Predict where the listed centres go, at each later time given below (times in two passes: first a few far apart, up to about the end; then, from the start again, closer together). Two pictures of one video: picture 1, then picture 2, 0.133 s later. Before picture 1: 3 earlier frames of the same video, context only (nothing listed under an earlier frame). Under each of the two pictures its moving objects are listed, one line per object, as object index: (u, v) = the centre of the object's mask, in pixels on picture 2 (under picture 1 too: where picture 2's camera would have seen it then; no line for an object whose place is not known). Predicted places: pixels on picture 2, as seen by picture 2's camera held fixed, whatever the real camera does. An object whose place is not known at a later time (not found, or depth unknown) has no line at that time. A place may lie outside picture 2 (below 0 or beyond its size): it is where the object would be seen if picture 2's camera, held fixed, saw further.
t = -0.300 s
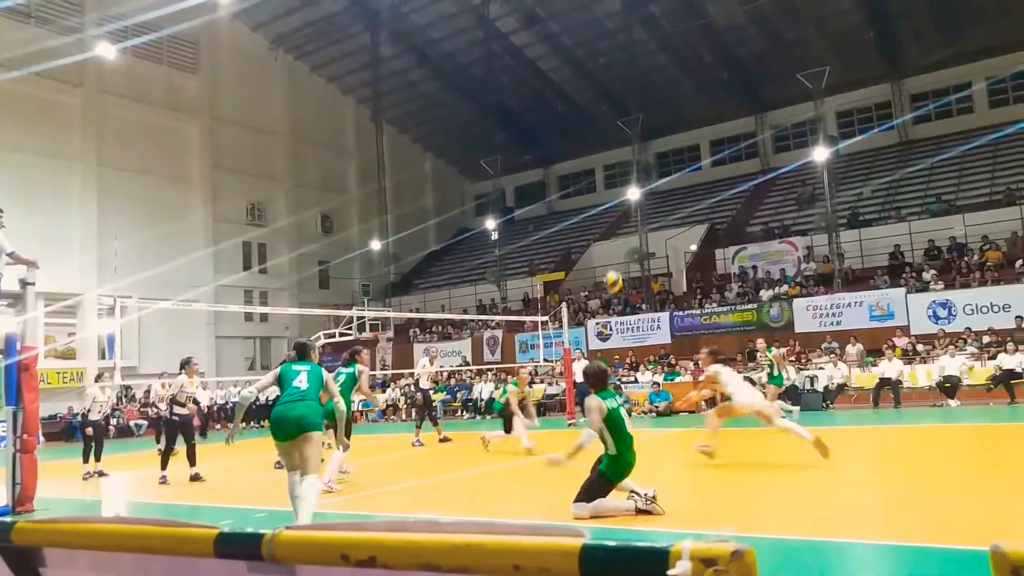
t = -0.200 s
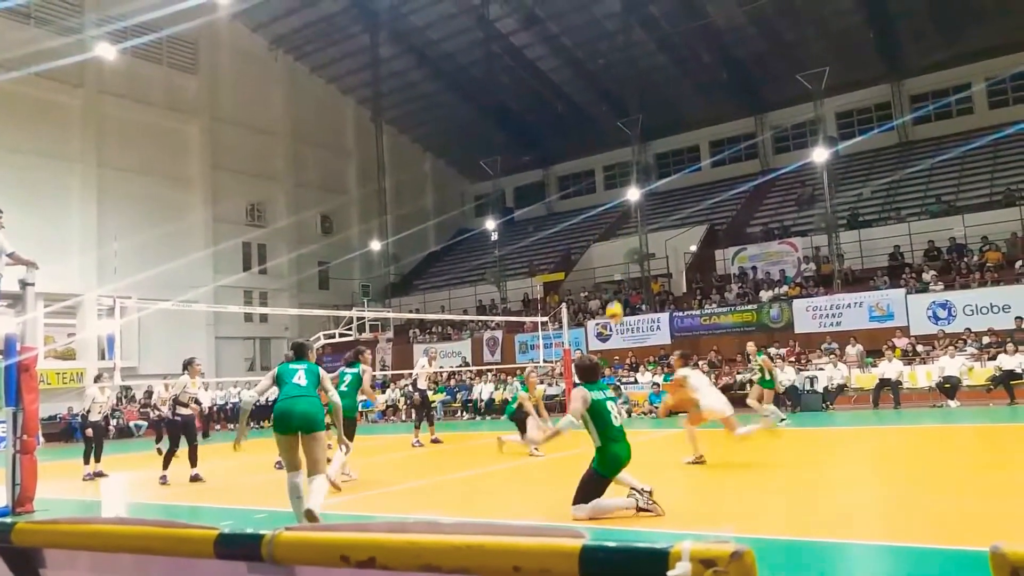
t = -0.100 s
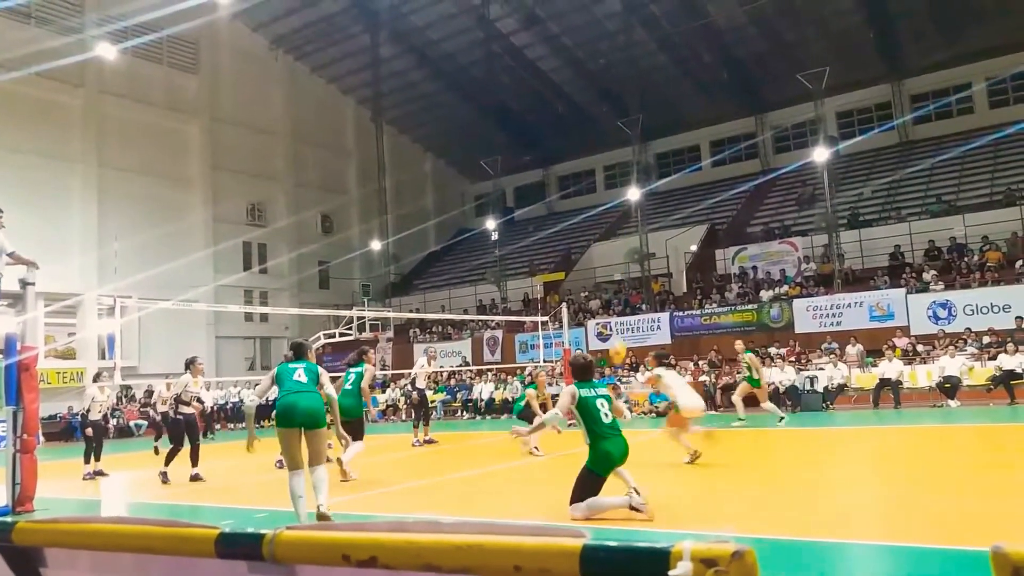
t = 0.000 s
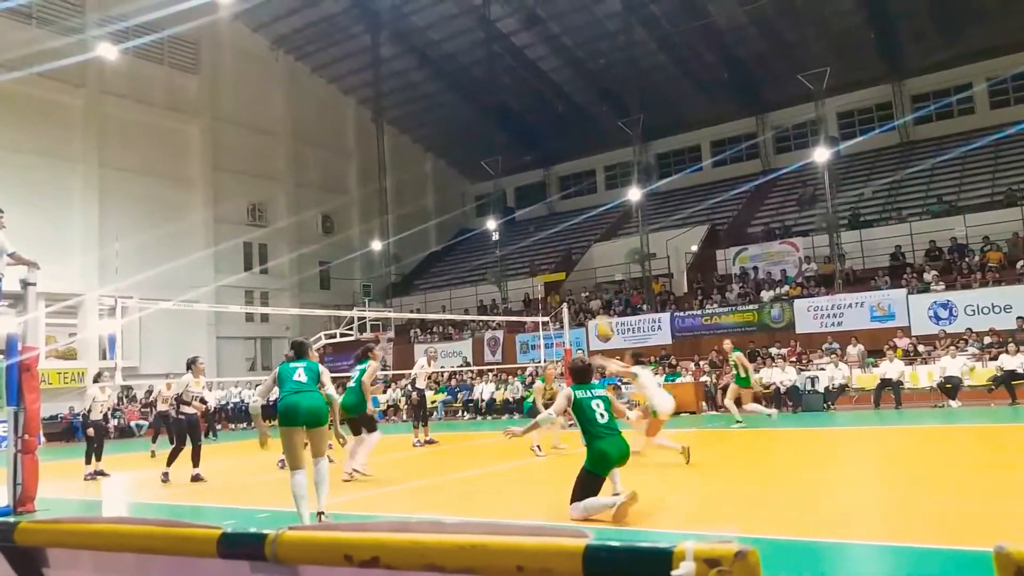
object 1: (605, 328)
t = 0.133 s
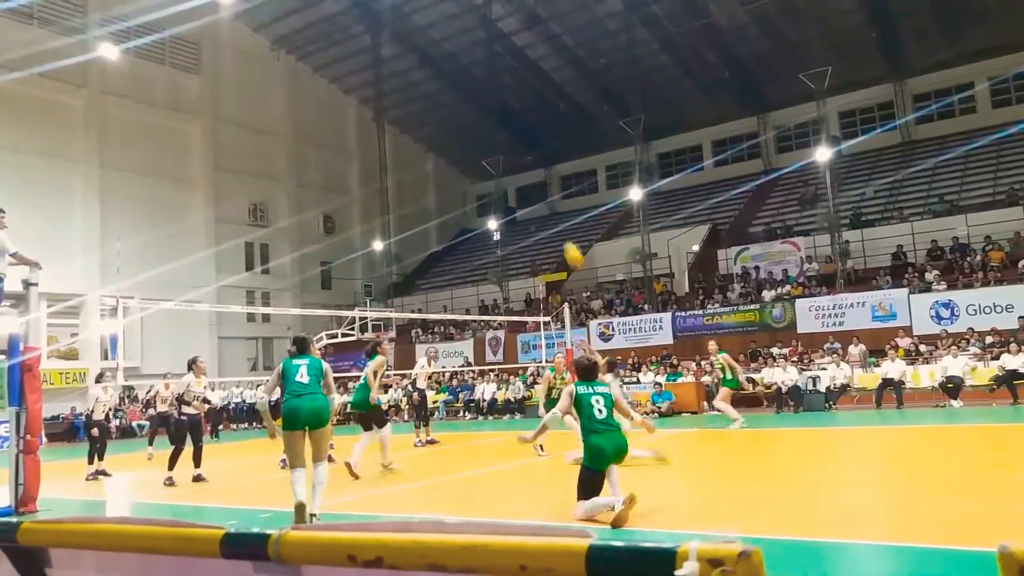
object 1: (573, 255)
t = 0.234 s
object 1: (550, 209)
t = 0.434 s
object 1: (507, 140)
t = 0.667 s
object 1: (461, 98)
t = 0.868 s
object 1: (423, 95)
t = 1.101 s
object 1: (380, 130)
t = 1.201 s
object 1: (364, 158)
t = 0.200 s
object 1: (558, 223)
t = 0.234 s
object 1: (550, 209)
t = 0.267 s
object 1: (542, 194)
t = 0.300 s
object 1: (535, 182)
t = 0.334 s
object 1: (528, 170)
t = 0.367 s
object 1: (521, 159)
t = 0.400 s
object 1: (514, 149)
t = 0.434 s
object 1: (507, 140)
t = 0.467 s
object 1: (500, 132)
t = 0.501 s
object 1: (494, 124)
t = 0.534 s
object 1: (487, 117)
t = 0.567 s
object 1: (480, 111)
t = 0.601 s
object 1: (474, 106)
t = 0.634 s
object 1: (467, 102)
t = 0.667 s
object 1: (461, 98)
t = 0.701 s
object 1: (455, 96)
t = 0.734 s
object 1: (448, 94)
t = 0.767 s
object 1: (441, 93)
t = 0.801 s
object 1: (435, 93)
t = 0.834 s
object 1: (429, 94)
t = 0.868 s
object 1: (423, 95)
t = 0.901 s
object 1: (417, 98)
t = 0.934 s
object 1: (411, 101)
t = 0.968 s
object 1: (405, 105)
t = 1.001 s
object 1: (399, 110)
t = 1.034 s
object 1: (393, 116)
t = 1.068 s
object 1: (387, 123)
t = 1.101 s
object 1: (380, 130)
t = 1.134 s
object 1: (374, 138)
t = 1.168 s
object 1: (370, 146)
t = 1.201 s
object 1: (364, 158)
